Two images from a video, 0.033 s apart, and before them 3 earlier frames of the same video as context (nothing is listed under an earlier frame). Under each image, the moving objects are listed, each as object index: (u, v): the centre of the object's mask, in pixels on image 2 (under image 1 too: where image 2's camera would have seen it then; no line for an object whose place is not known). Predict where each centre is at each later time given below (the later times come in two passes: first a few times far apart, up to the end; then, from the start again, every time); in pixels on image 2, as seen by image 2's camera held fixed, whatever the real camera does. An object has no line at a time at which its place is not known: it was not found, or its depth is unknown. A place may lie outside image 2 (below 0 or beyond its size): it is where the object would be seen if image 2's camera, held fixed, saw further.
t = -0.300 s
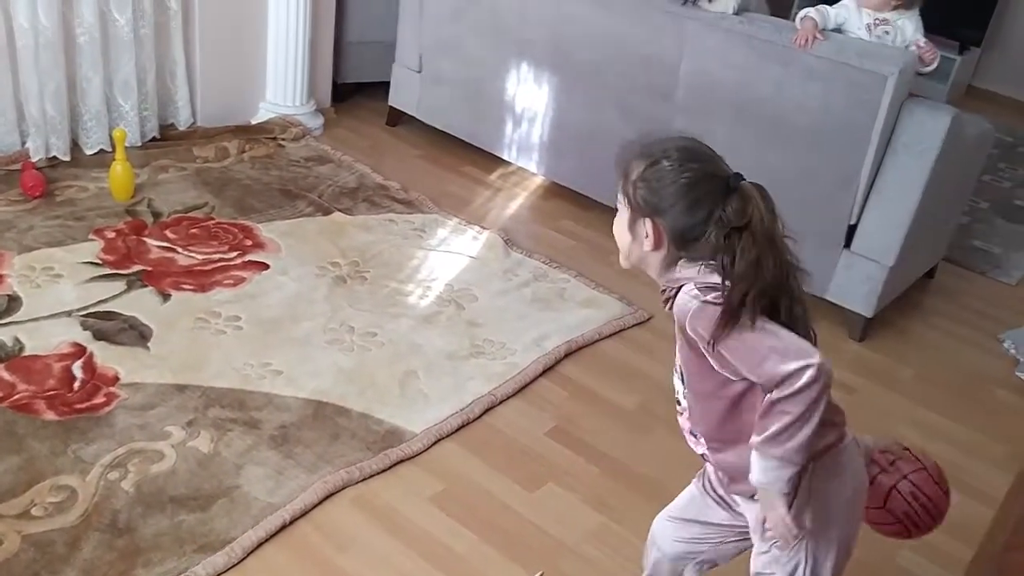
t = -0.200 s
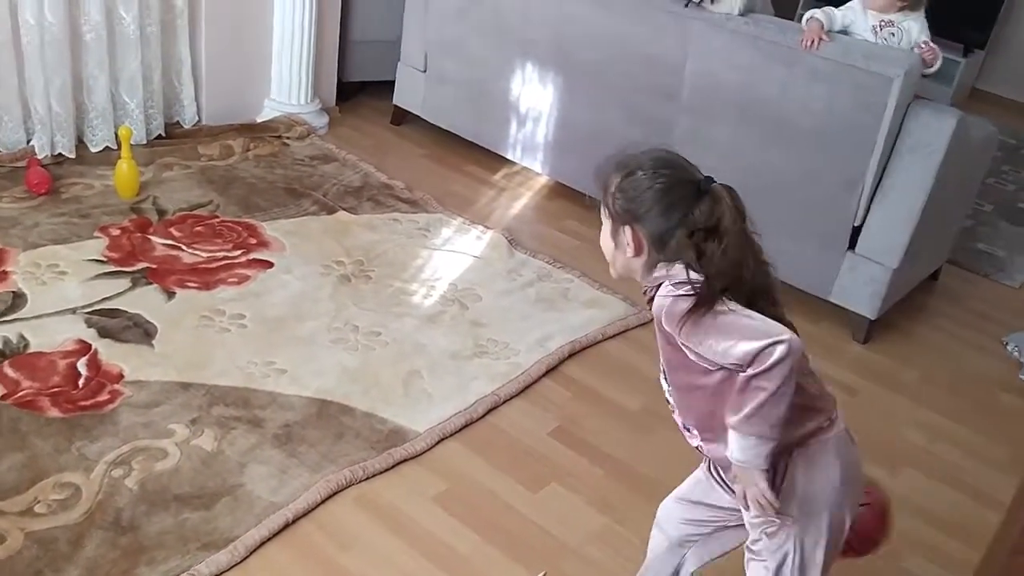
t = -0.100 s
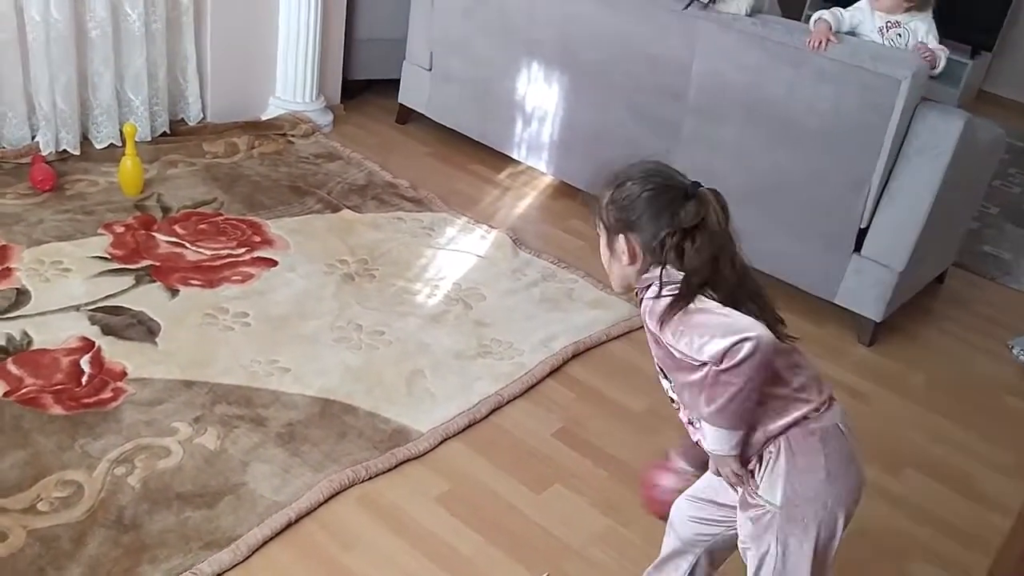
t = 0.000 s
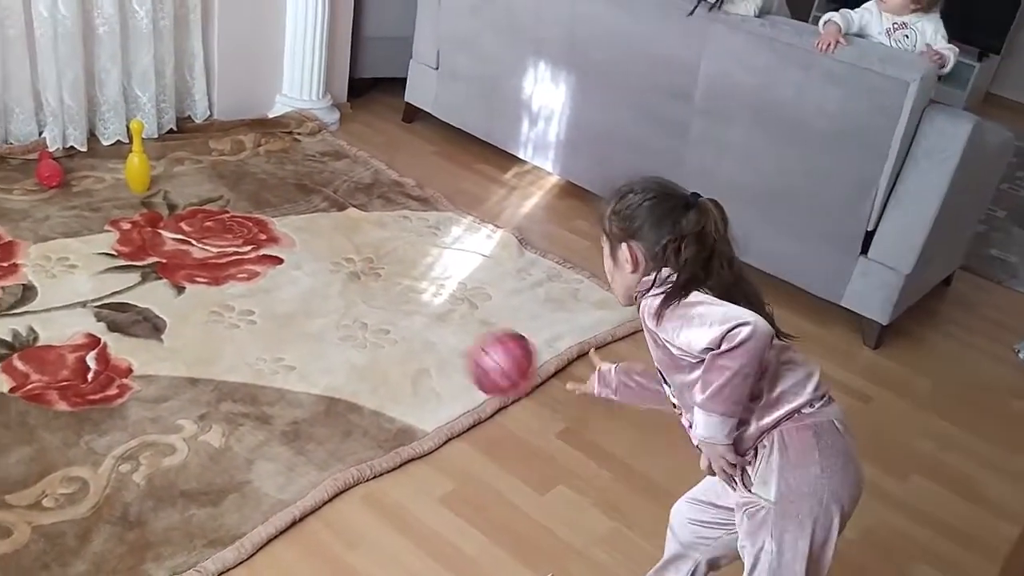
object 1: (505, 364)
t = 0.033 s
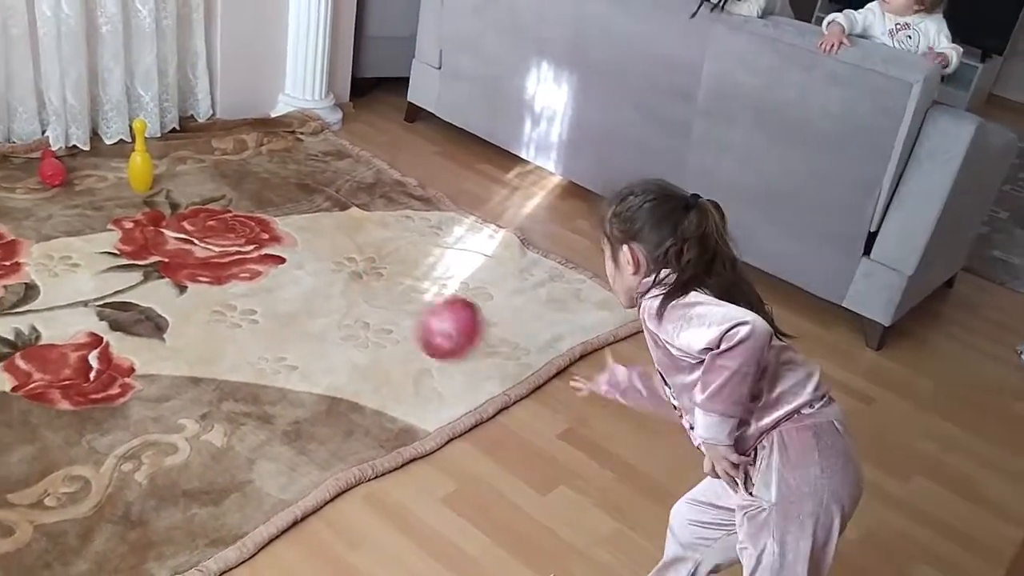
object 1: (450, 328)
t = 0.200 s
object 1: (211, 226)
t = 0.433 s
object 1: (42, 164)
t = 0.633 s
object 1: (-19, 128)
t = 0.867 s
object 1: (-30, 143)
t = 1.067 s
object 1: (-37, 155)
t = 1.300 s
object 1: (-50, 159)
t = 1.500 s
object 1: (-55, 159)
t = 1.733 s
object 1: (-55, 159)
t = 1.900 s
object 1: (-54, 159)
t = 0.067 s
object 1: (395, 298)
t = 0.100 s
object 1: (347, 274)
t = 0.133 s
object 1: (298, 253)
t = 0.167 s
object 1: (255, 237)
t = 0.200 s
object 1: (211, 226)
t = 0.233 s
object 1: (170, 219)
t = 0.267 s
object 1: (136, 220)
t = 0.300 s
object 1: (104, 217)
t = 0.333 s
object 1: (83, 201)
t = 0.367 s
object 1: (68, 185)
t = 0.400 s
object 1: (54, 173)
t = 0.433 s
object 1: (42, 164)
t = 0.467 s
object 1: (30, 158)
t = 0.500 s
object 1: (15, 151)
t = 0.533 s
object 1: (1, 149)
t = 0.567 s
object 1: (-8, 145)
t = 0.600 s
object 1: (-15, 135)
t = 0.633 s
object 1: (-19, 128)
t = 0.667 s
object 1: (-22, 122)
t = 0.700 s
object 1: (-24, 116)
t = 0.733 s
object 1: (-25, 117)
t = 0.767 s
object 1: (-25, 123)
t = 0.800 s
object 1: (-27, 128)
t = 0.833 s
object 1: (-28, 136)
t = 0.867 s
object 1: (-30, 143)
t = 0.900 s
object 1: (-31, 148)
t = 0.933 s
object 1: (-32, 147)
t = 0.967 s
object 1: (-32, 147)
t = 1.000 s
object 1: (-35, 154)
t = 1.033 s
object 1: (-36, 154)
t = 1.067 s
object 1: (-37, 155)
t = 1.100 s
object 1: (-38, 156)
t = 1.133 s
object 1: (-39, 156)
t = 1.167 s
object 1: (-39, 157)
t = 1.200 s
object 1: (-41, 157)
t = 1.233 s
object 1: (-43, 158)
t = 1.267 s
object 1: (-45, 159)
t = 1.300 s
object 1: (-50, 159)
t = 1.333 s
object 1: (-54, 159)
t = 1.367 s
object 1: (-56, 159)
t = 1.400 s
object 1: (-56, 159)
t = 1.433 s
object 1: (-56, 159)
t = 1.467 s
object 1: (-56, 159)
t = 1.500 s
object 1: (-55, 159)
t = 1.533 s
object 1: (-56, 159)
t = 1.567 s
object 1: (-56, 159)
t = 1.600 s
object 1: (-55, 159)
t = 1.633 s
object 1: (-56, 159)
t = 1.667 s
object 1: (-56, 159)
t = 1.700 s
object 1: (-55, 159)
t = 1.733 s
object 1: (-55, 159)
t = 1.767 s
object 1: (-55, 159)
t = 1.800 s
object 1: (-55, 159)
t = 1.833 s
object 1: (-54, 159)
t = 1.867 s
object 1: (-55, 159)
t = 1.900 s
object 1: (-54, 159)
